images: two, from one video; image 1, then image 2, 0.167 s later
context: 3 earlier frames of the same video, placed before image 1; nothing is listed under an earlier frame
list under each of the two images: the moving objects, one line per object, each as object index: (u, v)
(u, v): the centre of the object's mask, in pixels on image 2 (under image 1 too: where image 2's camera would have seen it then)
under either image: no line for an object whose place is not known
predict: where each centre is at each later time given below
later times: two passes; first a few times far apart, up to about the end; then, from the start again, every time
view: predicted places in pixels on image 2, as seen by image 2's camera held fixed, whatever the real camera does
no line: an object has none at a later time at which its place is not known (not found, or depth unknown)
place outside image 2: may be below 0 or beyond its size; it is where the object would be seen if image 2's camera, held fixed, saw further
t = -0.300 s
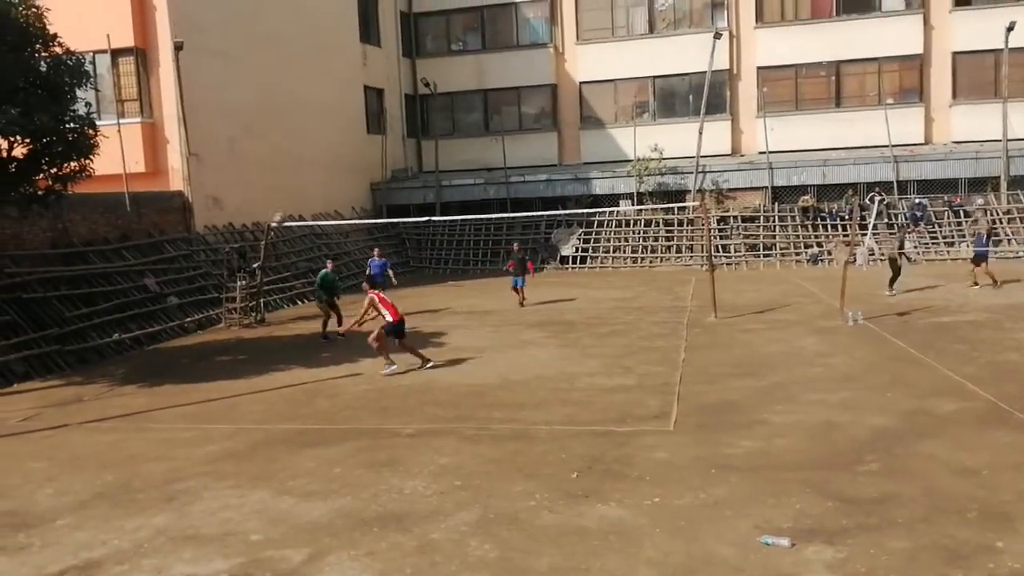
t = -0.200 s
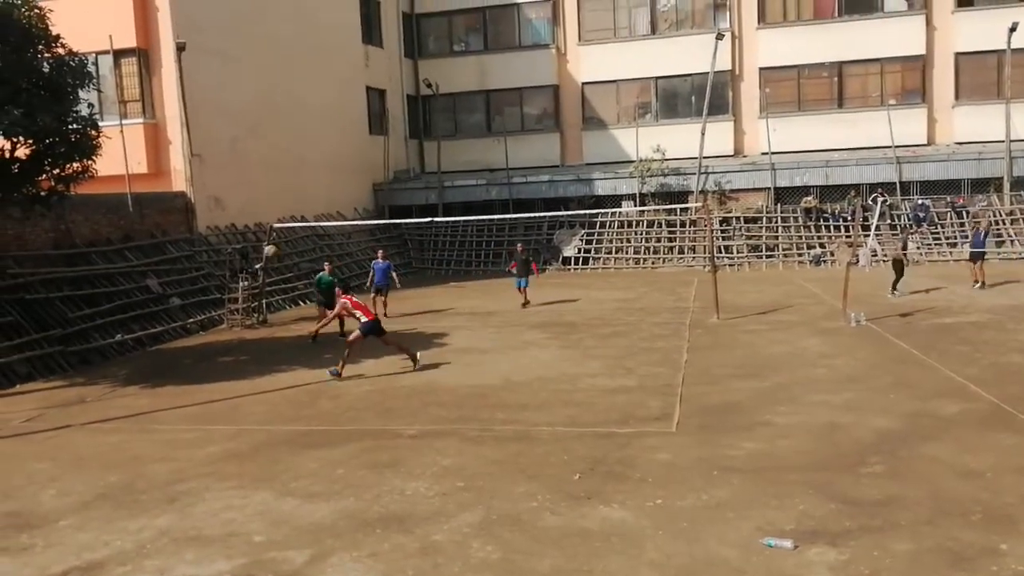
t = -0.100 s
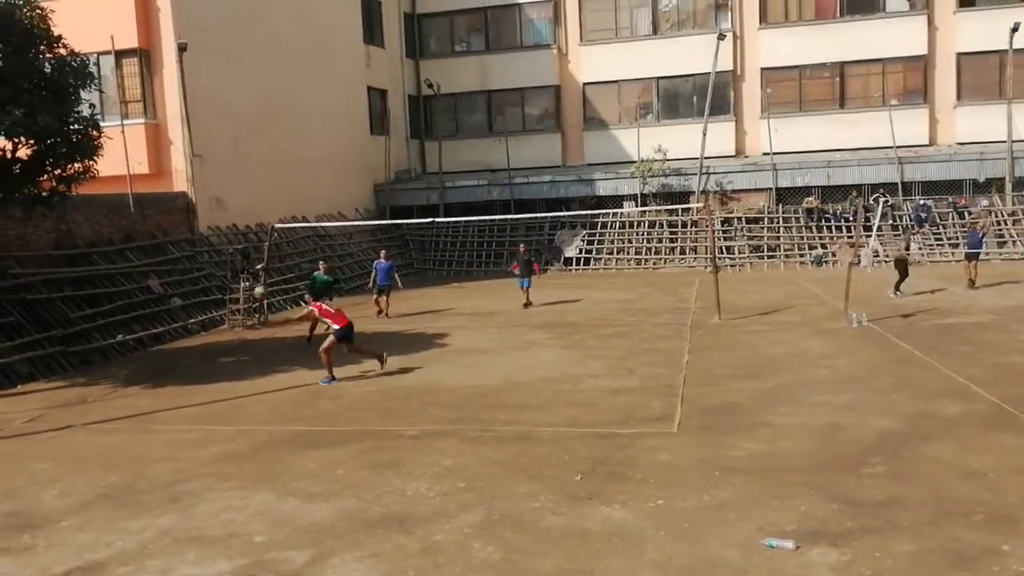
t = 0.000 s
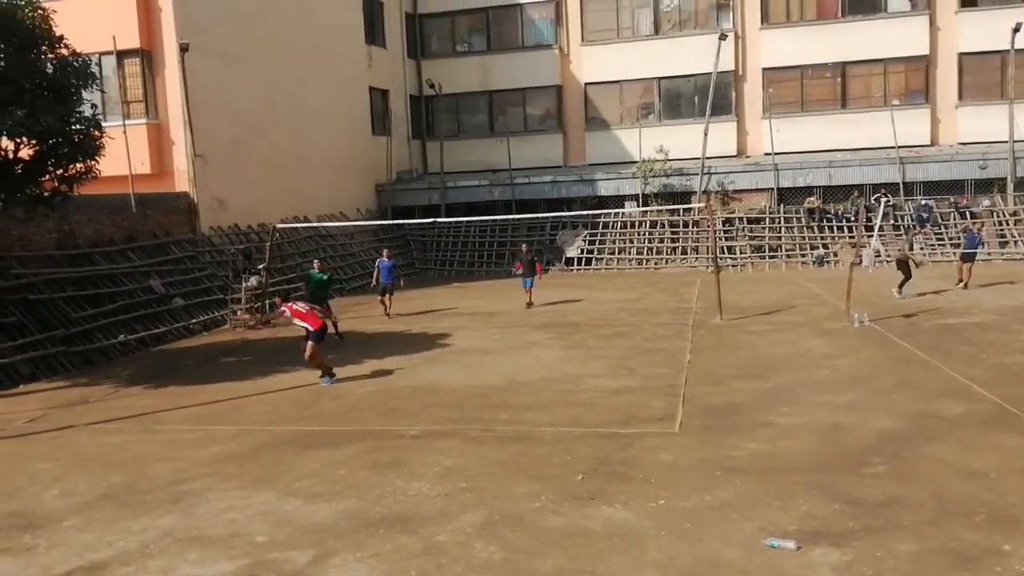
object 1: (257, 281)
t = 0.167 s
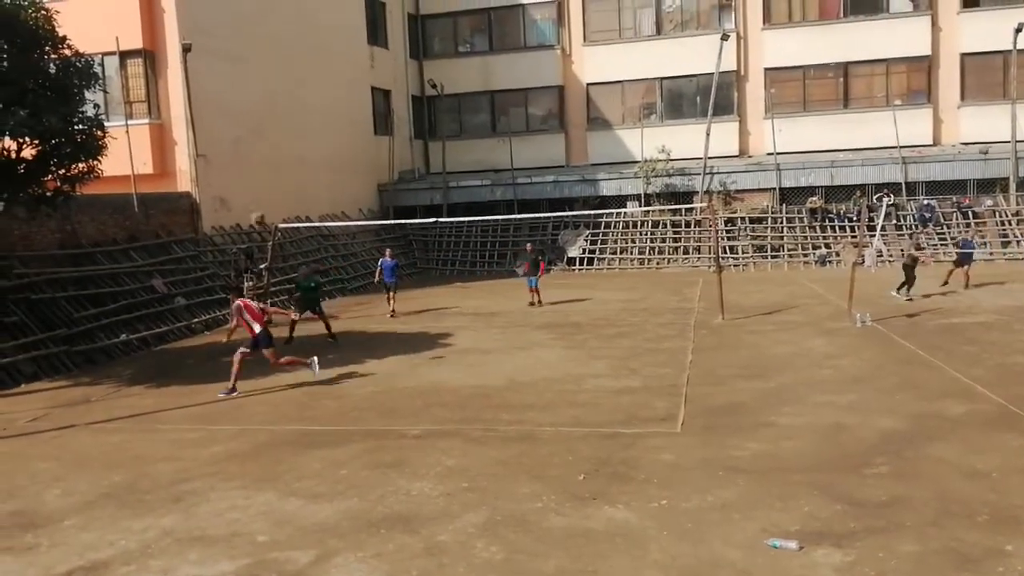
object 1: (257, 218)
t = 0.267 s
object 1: (258, 189)
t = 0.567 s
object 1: (265, 140)
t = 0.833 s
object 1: (275, 142)
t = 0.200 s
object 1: (257, 208)
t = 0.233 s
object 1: (258, 198)
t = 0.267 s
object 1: (258, 189)
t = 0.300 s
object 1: (259, 181)
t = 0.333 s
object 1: (260, 173)
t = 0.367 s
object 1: (260, 166)
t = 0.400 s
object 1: (261, 160)
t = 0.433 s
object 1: (263, 155)
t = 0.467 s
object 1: (263, 150)
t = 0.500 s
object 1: (263, 146)
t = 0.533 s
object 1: (265, 142)
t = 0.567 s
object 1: (265, 140)
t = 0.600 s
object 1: (266, 137)
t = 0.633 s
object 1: (267, 136)
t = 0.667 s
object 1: (268, 135)
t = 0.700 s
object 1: (268, 135)
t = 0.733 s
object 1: (269, 135)
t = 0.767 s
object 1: (271, 137)
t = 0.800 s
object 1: (273, 139)
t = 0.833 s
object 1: (275, 142)
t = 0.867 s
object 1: (276, 145)
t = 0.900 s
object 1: (278, 149)
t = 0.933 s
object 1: (280, 154)
